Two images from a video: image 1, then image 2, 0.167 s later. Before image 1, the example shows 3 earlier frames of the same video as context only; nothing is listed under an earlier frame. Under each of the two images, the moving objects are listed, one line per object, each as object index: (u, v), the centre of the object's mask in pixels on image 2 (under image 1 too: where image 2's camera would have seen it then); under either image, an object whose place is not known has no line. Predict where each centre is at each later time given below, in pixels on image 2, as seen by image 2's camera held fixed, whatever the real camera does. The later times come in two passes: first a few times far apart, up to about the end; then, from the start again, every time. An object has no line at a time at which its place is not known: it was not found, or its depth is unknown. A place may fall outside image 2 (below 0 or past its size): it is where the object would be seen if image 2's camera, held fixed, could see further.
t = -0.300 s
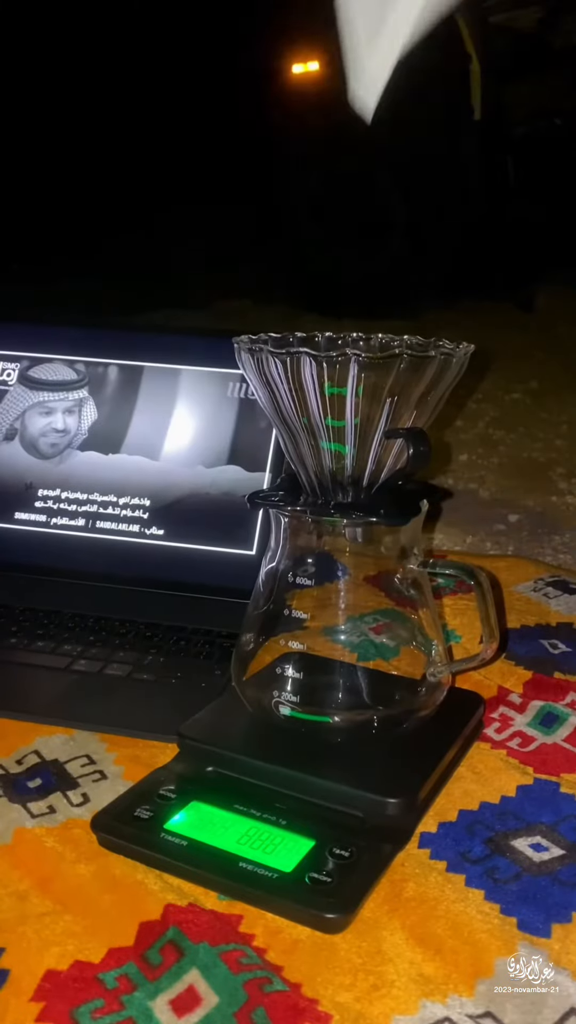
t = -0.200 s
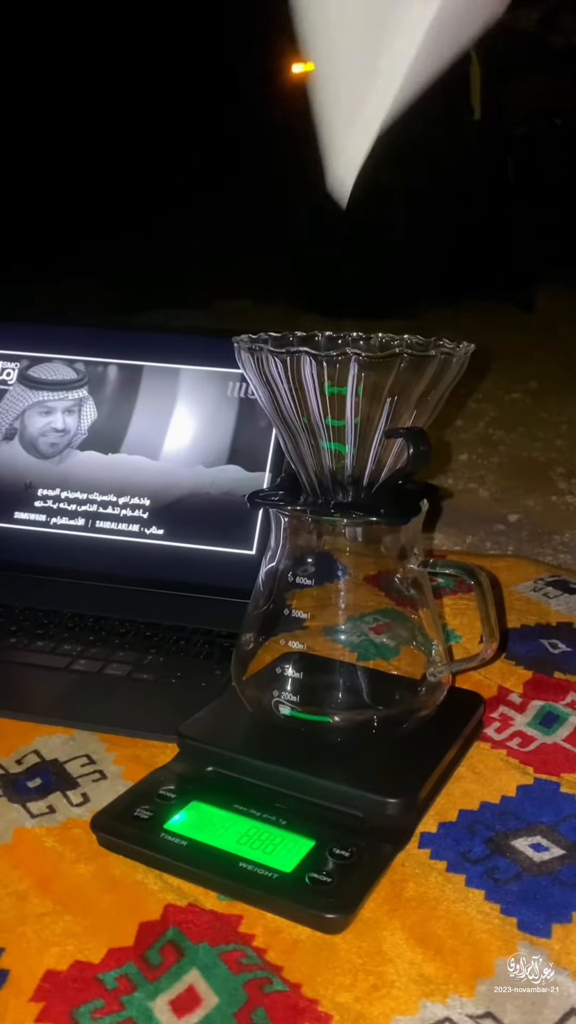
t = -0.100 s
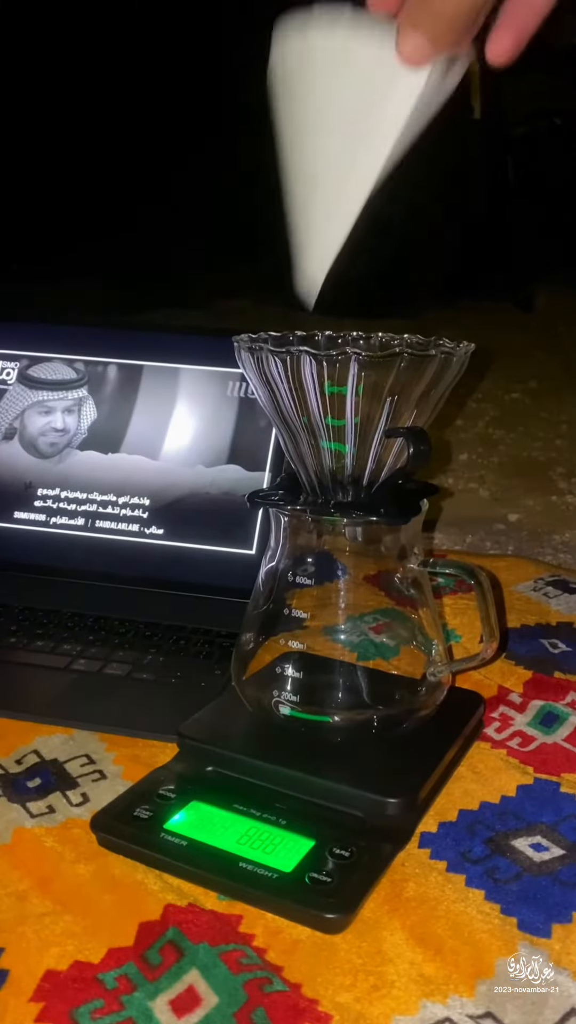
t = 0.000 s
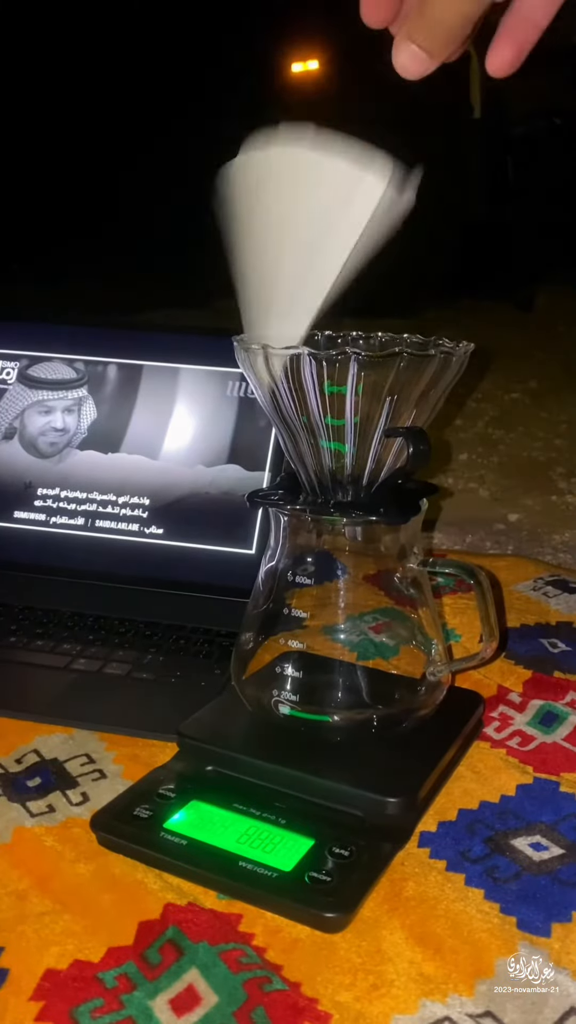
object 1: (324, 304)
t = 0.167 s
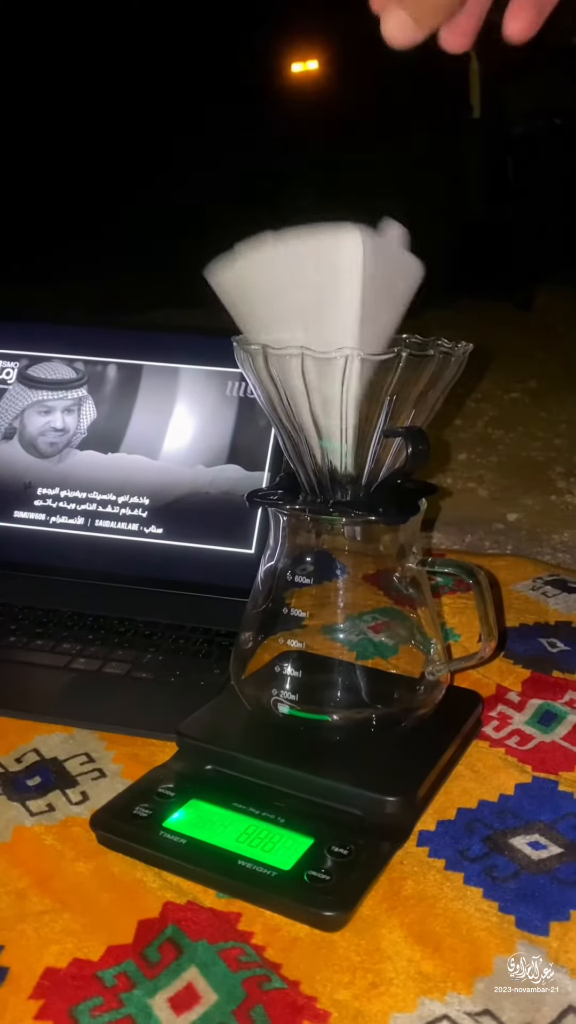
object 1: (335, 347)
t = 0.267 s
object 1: (348, 380)
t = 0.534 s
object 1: (346, 396)
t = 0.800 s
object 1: (346, 396)
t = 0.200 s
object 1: (339, 357)
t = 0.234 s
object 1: (344, 370)
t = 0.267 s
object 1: (348, 380)
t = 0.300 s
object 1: (348, 382)
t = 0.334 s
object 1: (348, 385)
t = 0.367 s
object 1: (348, 389)
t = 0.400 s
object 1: (348, 391)
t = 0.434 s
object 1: (346, 394)
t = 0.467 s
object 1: (346, 396)
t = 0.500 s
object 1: (346, 397)
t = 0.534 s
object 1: (346, 396)
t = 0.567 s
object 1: (346, 396)
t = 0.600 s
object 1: (346, 396)
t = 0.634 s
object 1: (346, 396)
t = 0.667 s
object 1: (346, 396)
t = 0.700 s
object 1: (346, 396)
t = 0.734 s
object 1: (346, 396)
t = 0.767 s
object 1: (346, 396)
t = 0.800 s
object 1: (346, 396)
